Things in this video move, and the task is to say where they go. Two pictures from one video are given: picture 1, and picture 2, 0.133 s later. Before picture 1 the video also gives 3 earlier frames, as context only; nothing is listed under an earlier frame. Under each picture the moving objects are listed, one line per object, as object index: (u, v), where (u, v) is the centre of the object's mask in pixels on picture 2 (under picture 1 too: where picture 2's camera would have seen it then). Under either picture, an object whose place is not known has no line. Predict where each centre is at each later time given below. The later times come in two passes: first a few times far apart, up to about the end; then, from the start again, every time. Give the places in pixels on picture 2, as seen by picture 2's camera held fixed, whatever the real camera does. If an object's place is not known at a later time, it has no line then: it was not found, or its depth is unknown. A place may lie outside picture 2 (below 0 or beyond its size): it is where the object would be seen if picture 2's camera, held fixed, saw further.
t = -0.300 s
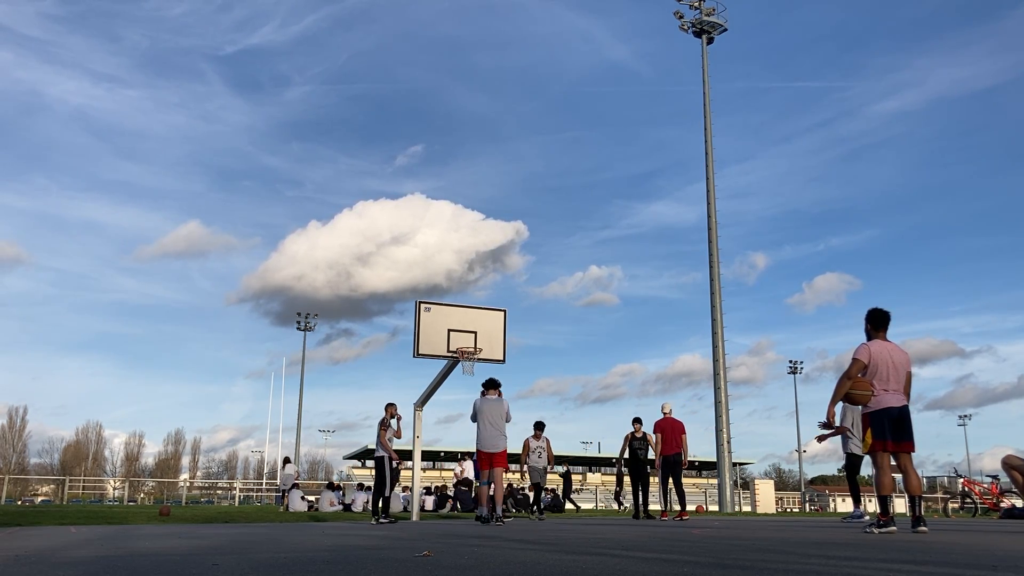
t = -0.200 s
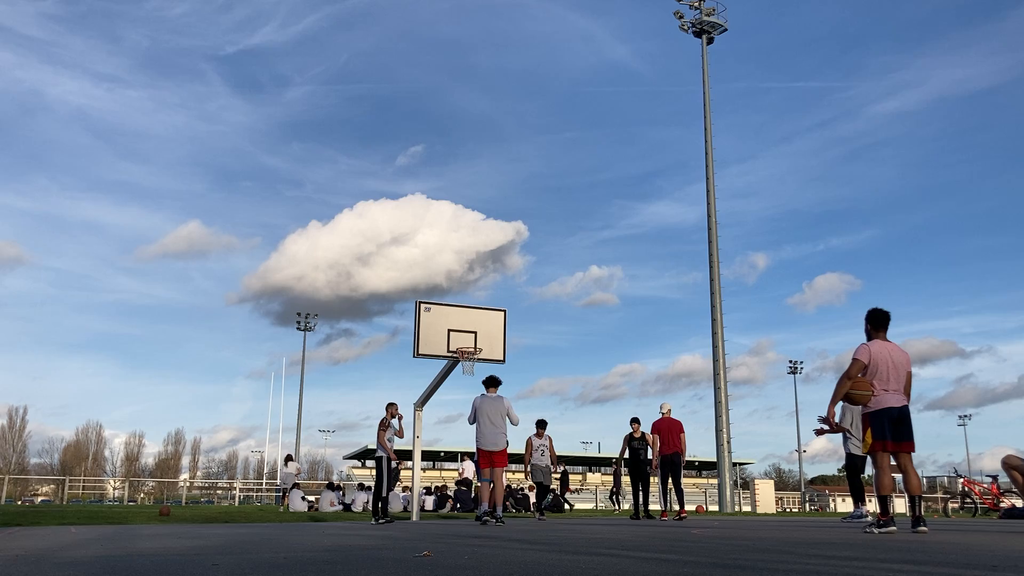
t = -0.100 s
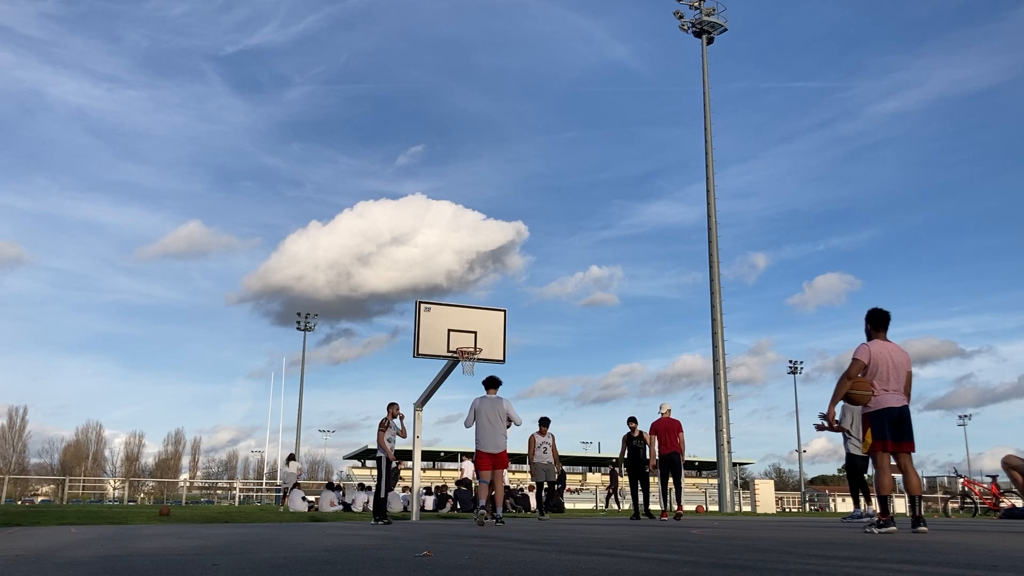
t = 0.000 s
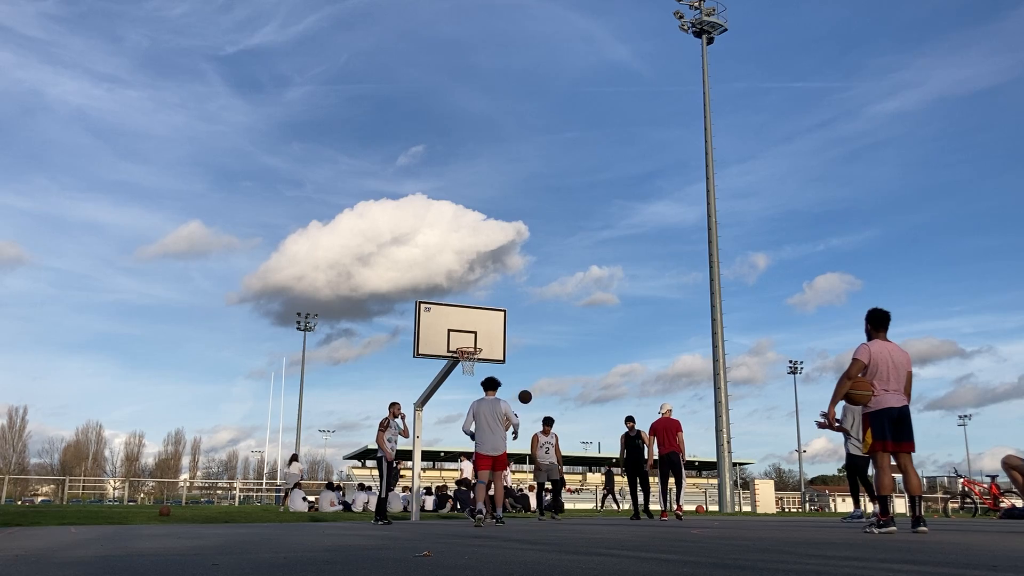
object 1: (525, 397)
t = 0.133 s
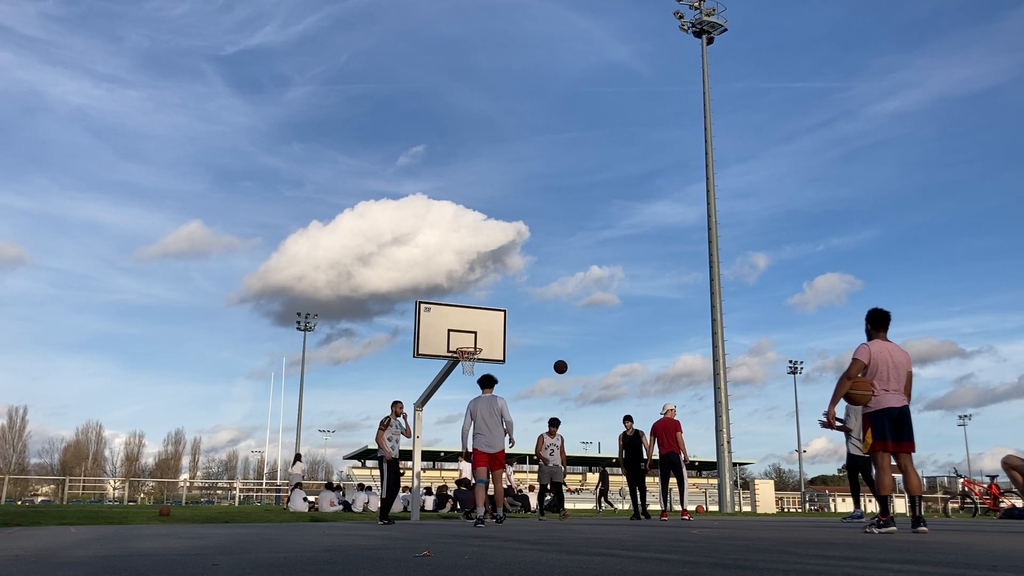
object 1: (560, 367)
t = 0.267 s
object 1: (598, 345)
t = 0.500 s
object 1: (669, 329)
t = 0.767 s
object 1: (764, 350)
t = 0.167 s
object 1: (569, 361)
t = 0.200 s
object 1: (579, 355)
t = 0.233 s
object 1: (588, 349)
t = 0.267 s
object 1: (598, 345)
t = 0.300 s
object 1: (607, 341)
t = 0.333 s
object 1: (617, 338)
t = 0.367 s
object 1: (627, 335)
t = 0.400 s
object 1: (637, 333)
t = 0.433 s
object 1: (648, 331)
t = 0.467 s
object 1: (658, 330)
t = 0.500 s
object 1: (669, 329)
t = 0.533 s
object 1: (680, 330)
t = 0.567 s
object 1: (692, 330)
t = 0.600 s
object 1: (703, 332)
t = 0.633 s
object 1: (715, 334)
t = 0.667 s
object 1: (727, 337)
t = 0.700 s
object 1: (739, 341)
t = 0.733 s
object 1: (751, 345)
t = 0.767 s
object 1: (764, 350)
